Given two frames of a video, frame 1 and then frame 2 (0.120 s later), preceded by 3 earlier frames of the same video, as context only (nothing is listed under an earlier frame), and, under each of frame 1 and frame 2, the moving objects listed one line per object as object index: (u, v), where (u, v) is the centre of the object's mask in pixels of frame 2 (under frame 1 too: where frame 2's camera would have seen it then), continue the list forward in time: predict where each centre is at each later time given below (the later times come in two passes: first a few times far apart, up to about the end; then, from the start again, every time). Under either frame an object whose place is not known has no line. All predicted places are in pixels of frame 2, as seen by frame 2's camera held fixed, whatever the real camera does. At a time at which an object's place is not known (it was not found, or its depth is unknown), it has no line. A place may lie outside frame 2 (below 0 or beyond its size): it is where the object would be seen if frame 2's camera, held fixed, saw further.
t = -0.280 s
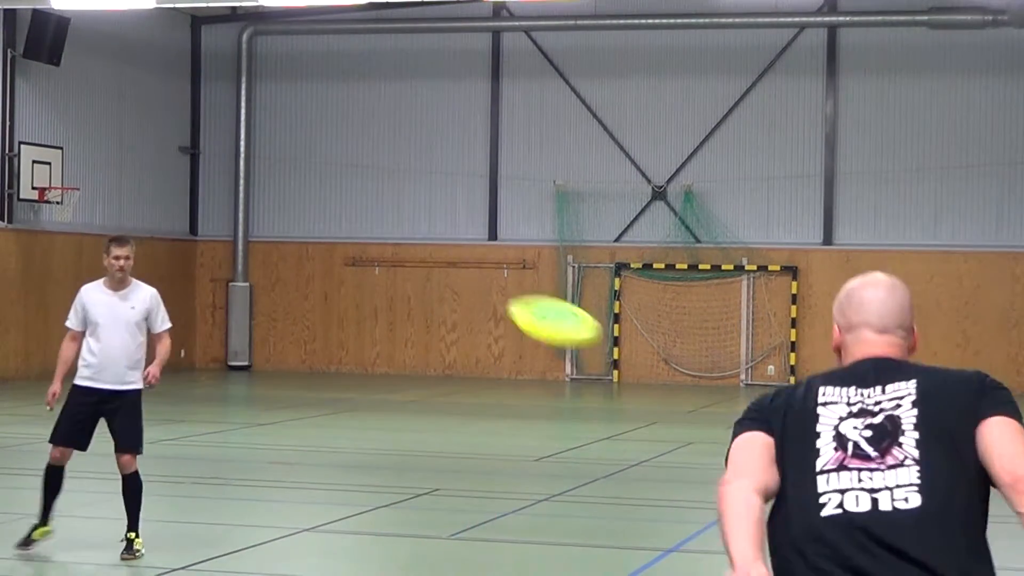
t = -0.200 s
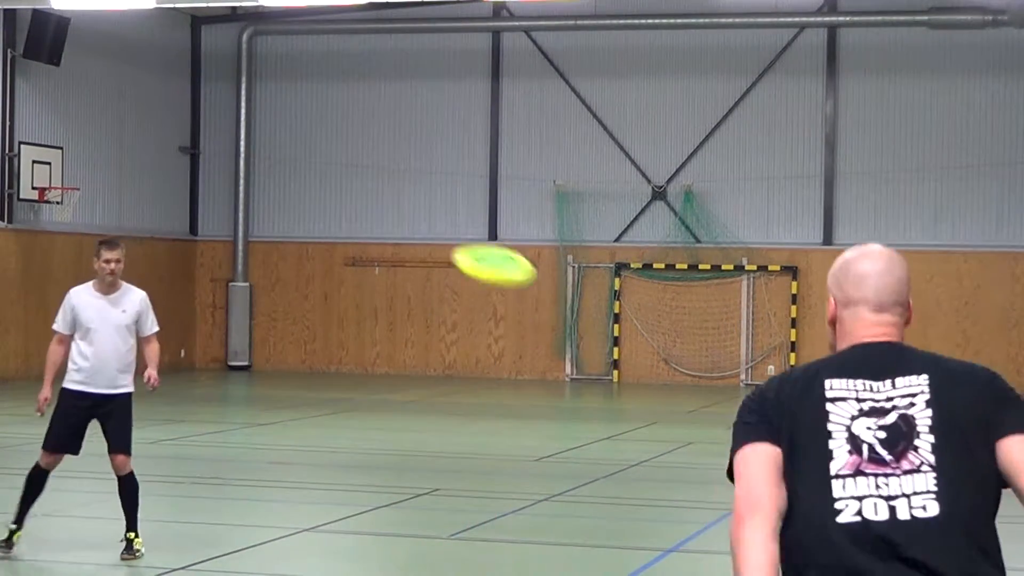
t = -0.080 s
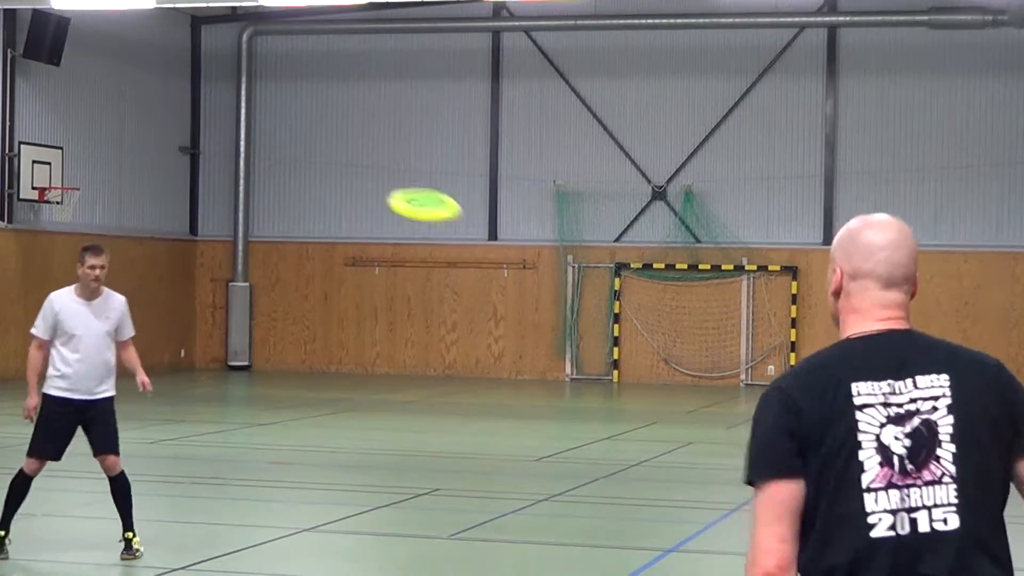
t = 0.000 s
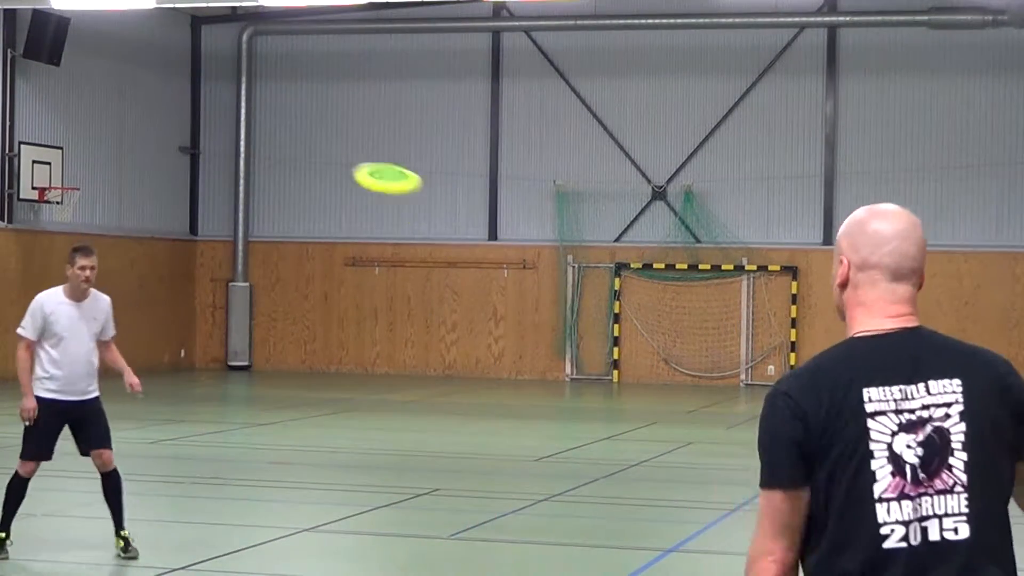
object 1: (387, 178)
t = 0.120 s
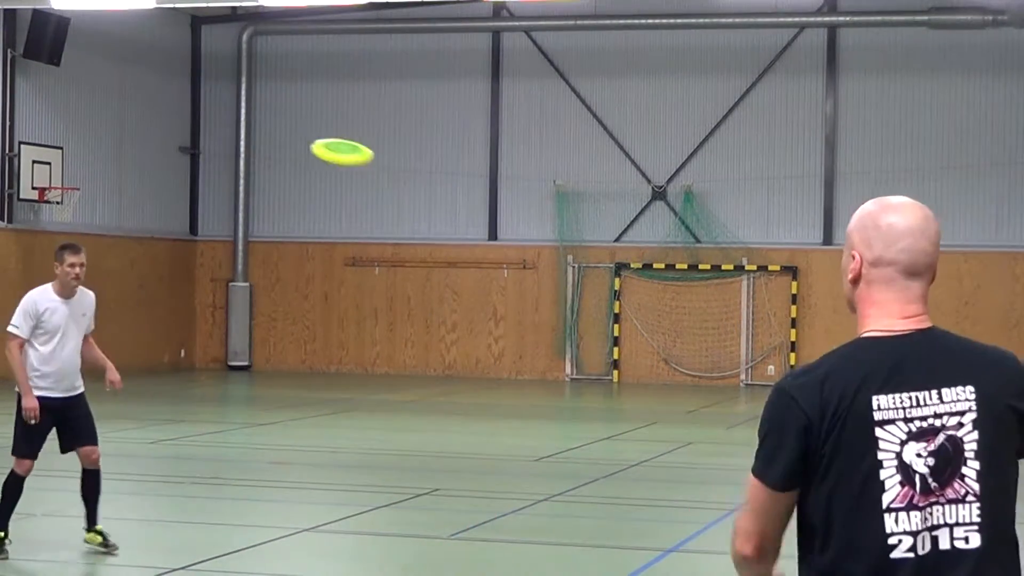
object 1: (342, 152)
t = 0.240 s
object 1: (305, 137)
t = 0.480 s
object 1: (249, 134)
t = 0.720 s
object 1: (209, 157)
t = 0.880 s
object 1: (187, 184)
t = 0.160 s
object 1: (328, 146)
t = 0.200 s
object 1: (316, 141)
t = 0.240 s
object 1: (305, 137)
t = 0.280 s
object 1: (294, 134)
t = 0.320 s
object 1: (284, 132)
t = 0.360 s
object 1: (274, 132)
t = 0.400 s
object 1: (266, 132)
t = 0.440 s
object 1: (257, 132)
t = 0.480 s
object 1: (249, 134)
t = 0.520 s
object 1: (242, 136)
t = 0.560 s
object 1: (234, 139)
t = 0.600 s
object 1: (227, 143)
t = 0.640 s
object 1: (221, 147)
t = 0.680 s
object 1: (215, 151)
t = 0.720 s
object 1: (209, 157)
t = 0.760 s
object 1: (203, 163)
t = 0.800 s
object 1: (197, 169)
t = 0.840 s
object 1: (192, 176)
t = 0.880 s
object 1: (187, 184)
